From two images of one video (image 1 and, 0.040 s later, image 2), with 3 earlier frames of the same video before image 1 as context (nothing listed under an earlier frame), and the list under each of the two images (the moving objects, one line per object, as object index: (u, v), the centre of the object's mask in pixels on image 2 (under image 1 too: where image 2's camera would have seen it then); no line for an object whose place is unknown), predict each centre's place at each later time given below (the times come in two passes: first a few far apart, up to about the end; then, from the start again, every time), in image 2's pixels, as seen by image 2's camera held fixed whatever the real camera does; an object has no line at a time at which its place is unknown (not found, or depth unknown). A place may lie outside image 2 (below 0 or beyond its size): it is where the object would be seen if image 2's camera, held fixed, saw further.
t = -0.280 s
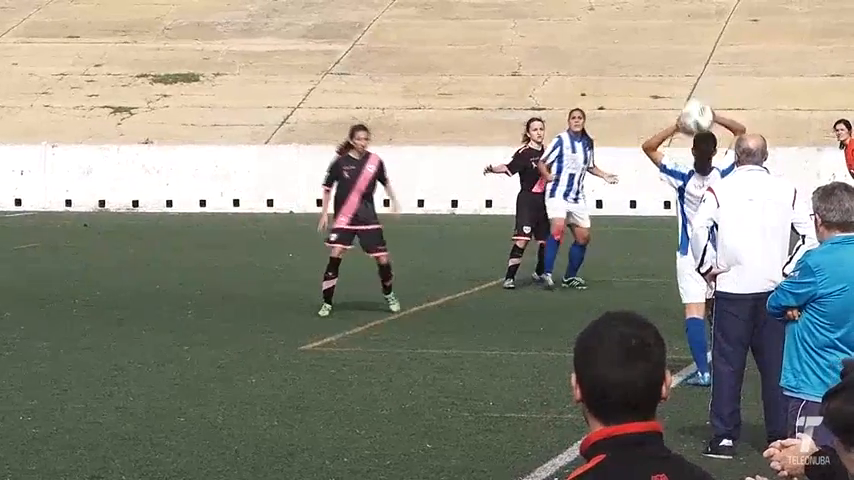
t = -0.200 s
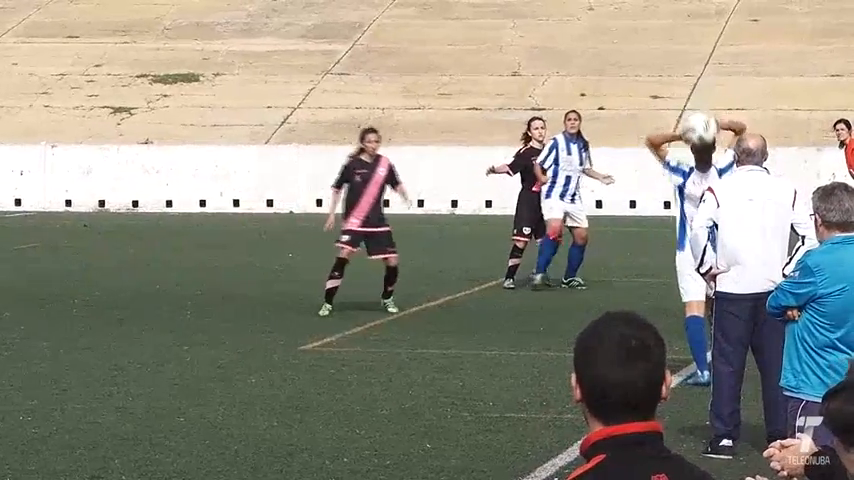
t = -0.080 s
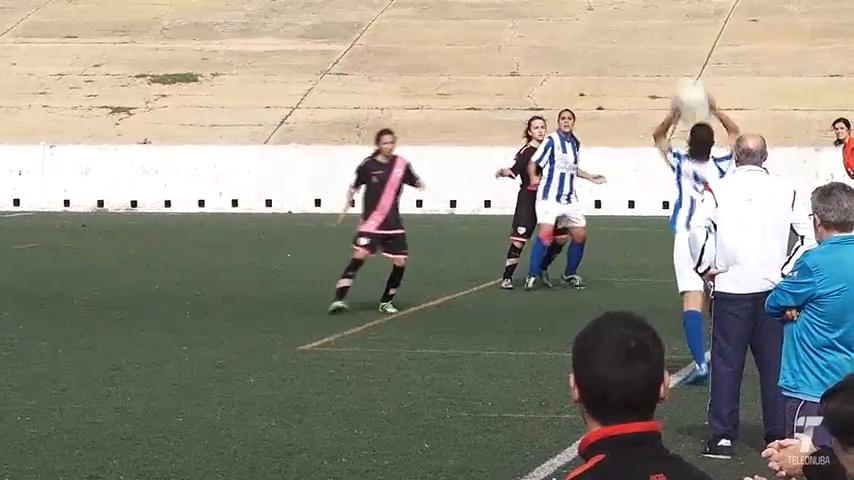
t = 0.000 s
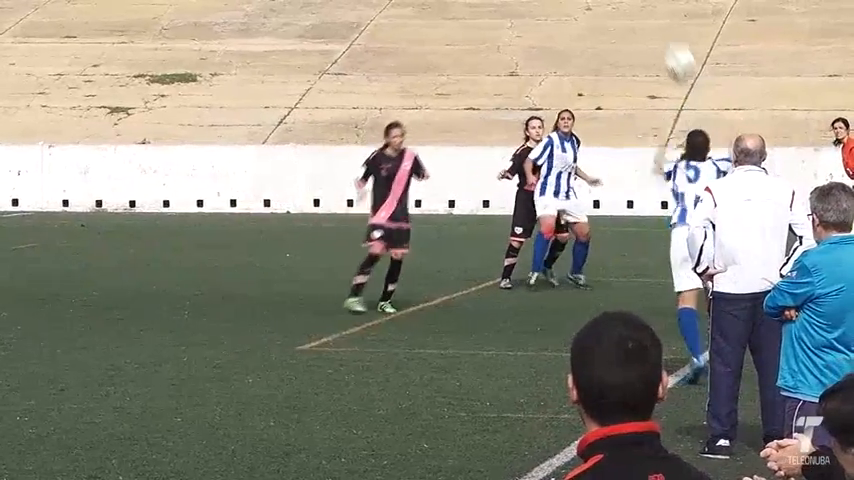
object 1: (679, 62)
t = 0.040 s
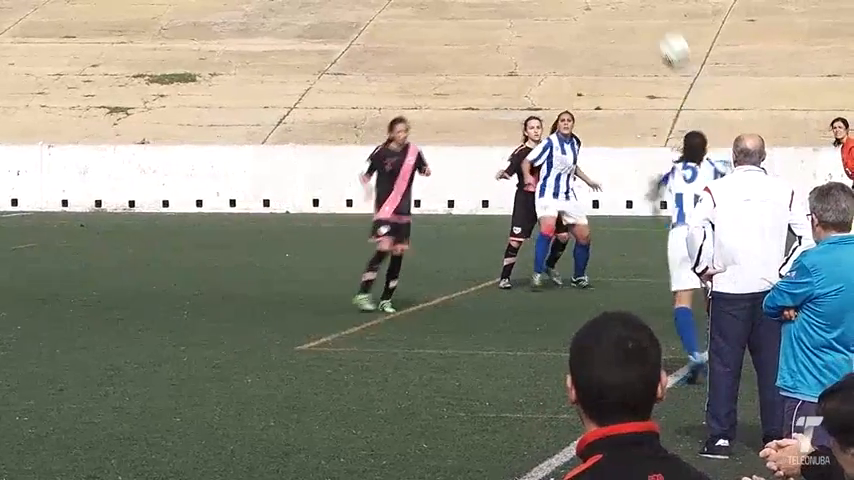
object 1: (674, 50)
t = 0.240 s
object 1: (654, 31)
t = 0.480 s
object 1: (633, 82)
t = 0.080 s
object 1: (669, 41)
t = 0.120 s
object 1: (666, 35)
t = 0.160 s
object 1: (662, 31)
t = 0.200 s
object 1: (657, 30)
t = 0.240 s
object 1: (654, 31)
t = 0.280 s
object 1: (649, 34)
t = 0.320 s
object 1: (645, 40)
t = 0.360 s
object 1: (643, 47)
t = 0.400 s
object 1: (640, 57)
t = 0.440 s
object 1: (635, 69)
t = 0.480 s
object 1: (633, 82)
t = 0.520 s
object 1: (629, 97)
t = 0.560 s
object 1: (628, 113)
